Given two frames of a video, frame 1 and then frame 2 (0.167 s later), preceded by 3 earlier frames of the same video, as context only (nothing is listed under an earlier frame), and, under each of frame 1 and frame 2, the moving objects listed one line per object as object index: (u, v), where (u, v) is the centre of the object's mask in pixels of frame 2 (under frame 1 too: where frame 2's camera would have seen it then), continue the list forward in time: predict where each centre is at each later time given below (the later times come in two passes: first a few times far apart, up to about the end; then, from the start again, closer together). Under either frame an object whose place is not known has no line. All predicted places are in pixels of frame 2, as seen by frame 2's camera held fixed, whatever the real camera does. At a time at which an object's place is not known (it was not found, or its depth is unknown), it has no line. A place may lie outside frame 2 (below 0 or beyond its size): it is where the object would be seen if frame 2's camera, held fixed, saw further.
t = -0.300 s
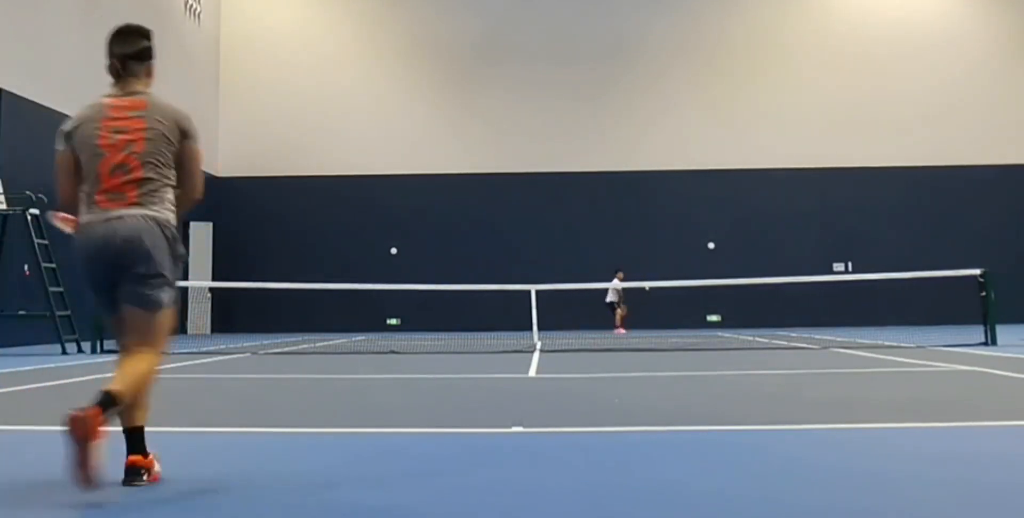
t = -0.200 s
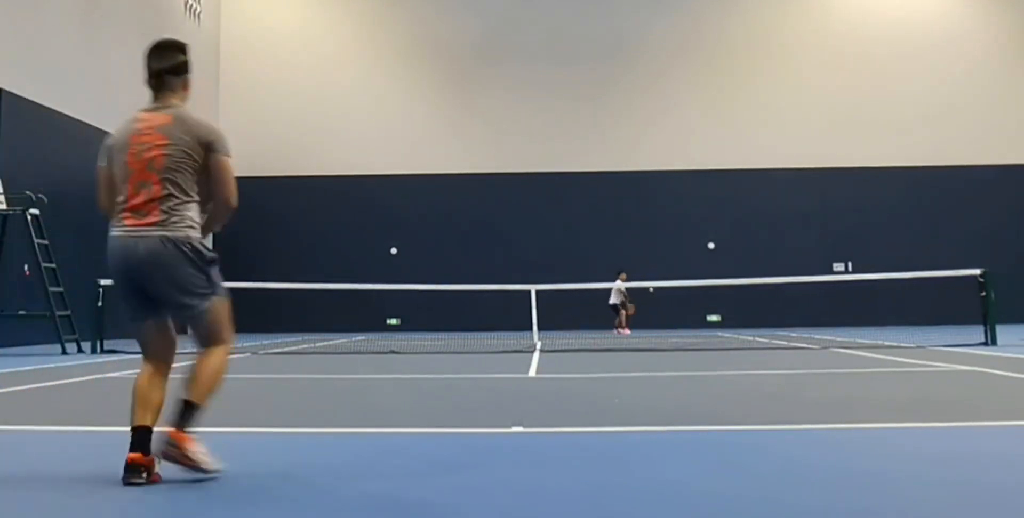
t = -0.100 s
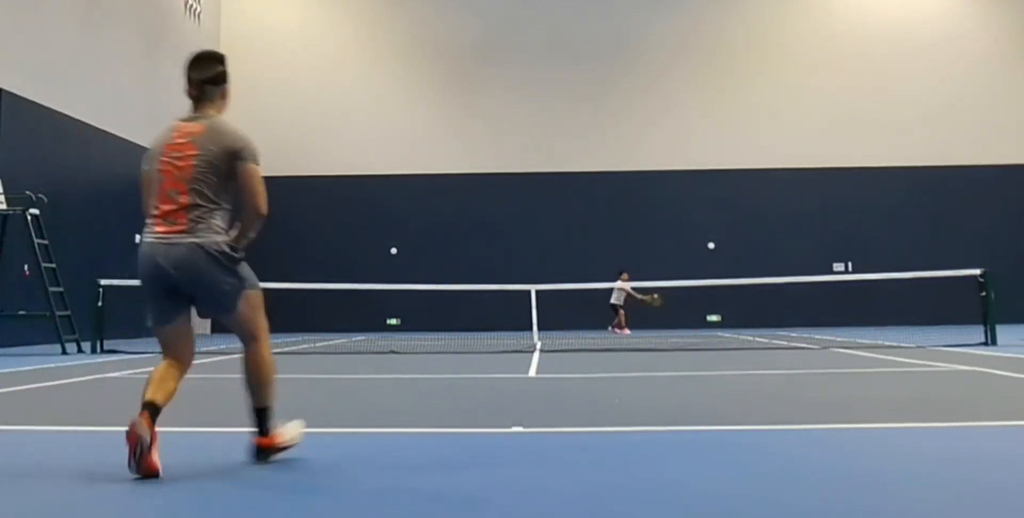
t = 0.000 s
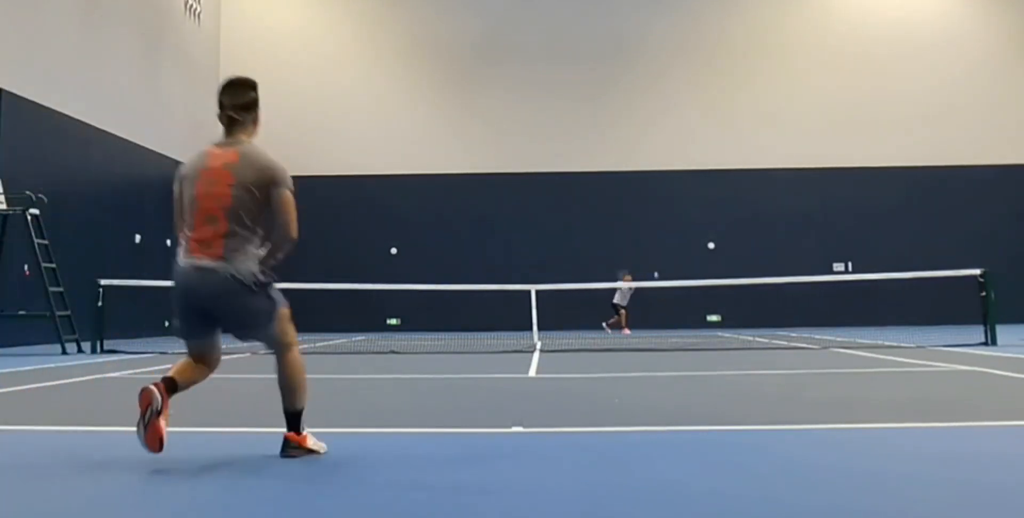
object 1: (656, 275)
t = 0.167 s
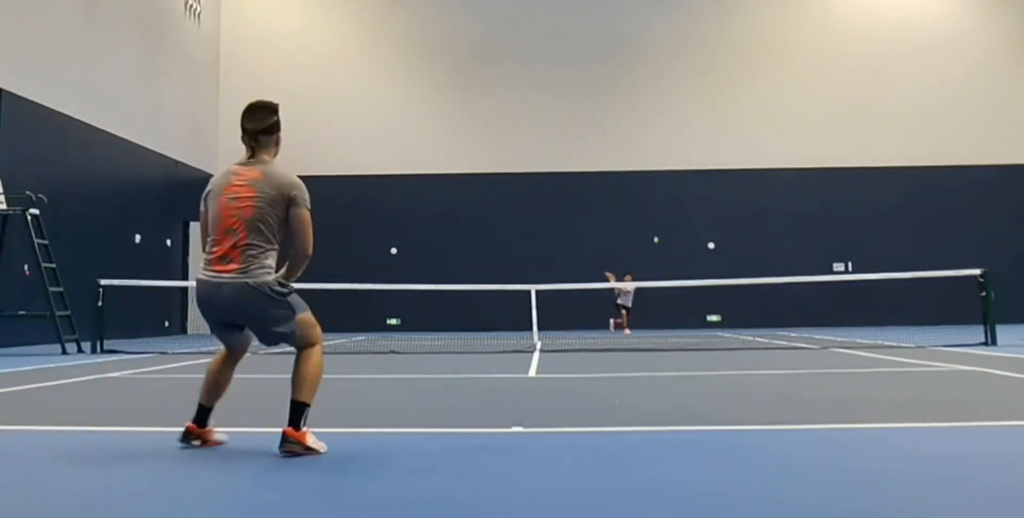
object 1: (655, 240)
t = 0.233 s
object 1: (656, 228)
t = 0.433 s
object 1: (659, 203)
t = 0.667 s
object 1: (664, 203)
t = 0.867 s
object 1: (672, 249)
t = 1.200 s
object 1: (685, 312)
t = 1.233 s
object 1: (685, 294)
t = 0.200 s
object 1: (656, 234)
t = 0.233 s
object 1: (656, 228)
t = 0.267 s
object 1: (656, 223)
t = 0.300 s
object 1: (657, 218)
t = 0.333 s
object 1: (657, 213)
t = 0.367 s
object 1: (658, 209)
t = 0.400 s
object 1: (658, 206)
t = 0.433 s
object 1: (659, 203)
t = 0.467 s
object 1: (659, 201)
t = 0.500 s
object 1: (660, 199)
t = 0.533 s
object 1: (661, 198)
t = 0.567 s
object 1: (661, 198)
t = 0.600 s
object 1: (662, 199)
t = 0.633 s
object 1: (663, 201)
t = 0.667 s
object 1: (664, 203)
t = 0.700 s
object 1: (665, 207)
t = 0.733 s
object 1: (666, 213)
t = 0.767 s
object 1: (667, 219)
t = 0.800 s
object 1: (669, 227)
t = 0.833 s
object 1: (670, 238)
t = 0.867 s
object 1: (672, 249)
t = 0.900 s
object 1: (673, 264)
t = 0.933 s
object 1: (676, 278)
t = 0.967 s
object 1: (677, 300)
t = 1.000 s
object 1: (680, 323)
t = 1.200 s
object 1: (685, 312)
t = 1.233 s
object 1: (685, 294)
